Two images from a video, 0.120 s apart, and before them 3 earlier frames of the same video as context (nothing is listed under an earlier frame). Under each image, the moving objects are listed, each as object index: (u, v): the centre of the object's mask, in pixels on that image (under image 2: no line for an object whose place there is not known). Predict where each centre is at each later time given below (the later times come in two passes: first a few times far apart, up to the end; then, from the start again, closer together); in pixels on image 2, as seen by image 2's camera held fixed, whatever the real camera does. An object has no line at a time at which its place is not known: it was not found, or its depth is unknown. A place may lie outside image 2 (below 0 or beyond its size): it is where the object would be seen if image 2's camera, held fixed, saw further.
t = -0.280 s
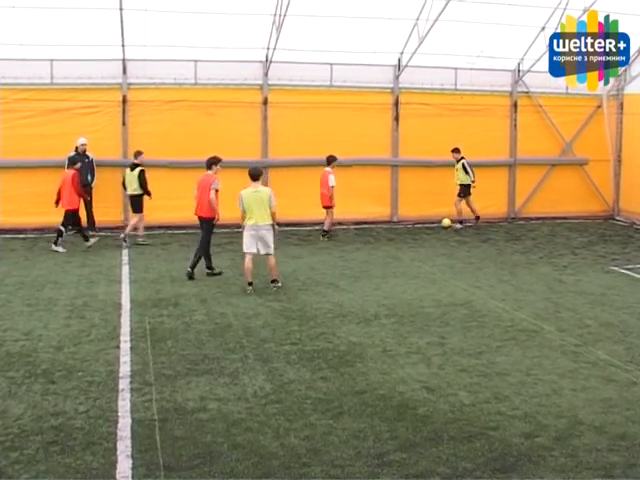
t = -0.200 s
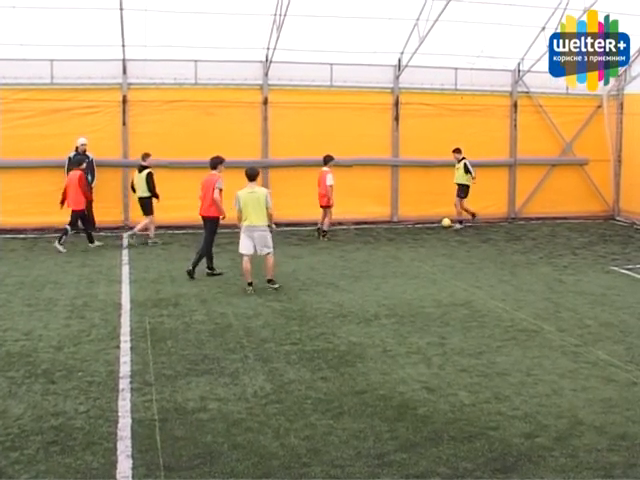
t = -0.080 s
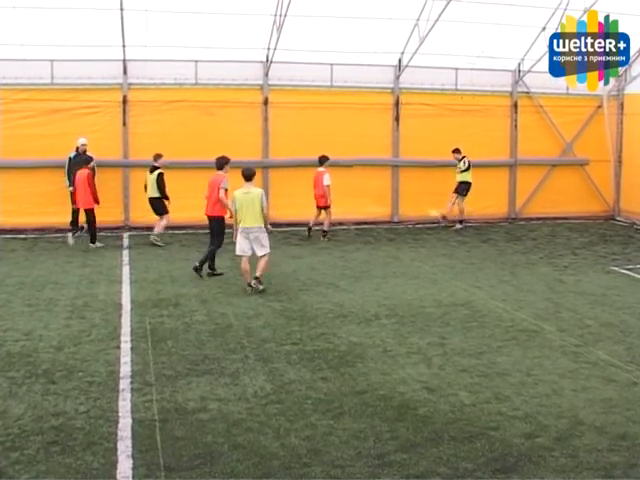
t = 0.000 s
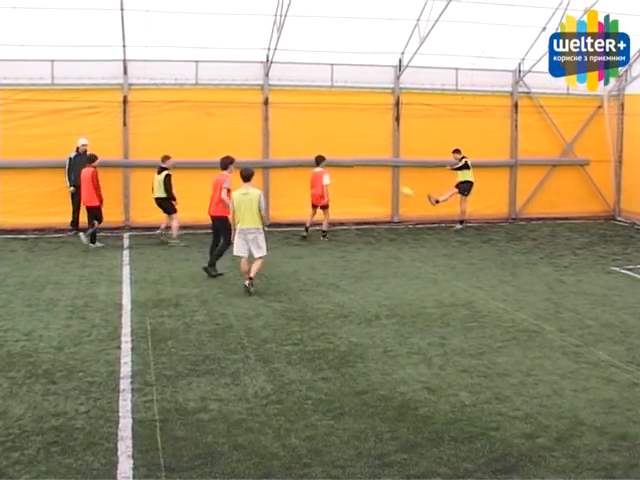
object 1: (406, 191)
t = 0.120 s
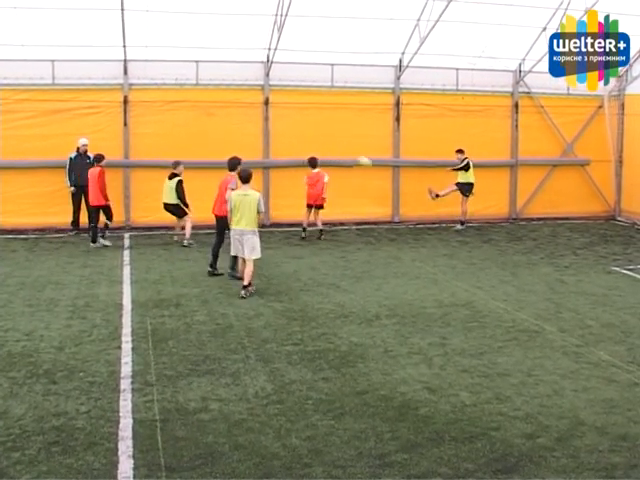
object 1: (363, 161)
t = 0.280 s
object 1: (301, 127)
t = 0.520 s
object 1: (191, 97)
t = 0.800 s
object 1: (39, 102)
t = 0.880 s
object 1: (-12, 114)
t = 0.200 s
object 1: (333, 142)
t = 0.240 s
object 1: (317, 135)
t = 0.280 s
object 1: (301, 127)
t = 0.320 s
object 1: (284, 121)
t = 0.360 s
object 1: (267, 114)
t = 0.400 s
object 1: (248, 109)
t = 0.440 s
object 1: (230, 104)
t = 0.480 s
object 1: (210, 100)
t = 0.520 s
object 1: (191, 97)
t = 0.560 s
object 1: (172, 94)
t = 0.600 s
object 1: (150, 93)
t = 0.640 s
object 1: (129, 92)
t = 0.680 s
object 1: (108, 93)
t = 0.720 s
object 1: (85, 95)
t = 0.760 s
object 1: (63, 98)
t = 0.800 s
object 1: (39, 102)
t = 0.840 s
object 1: (14, 107)
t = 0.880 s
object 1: (-12, 114)
